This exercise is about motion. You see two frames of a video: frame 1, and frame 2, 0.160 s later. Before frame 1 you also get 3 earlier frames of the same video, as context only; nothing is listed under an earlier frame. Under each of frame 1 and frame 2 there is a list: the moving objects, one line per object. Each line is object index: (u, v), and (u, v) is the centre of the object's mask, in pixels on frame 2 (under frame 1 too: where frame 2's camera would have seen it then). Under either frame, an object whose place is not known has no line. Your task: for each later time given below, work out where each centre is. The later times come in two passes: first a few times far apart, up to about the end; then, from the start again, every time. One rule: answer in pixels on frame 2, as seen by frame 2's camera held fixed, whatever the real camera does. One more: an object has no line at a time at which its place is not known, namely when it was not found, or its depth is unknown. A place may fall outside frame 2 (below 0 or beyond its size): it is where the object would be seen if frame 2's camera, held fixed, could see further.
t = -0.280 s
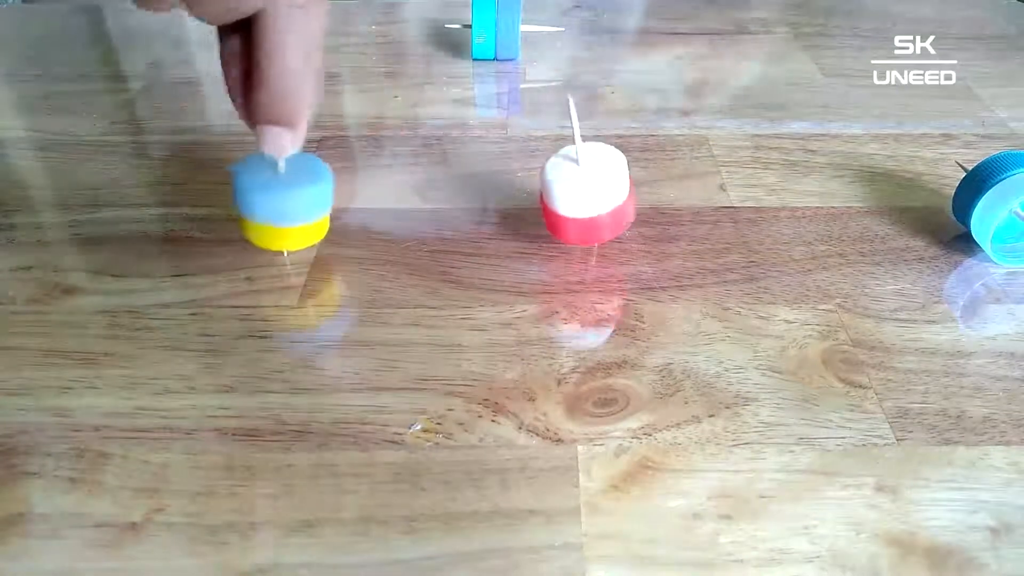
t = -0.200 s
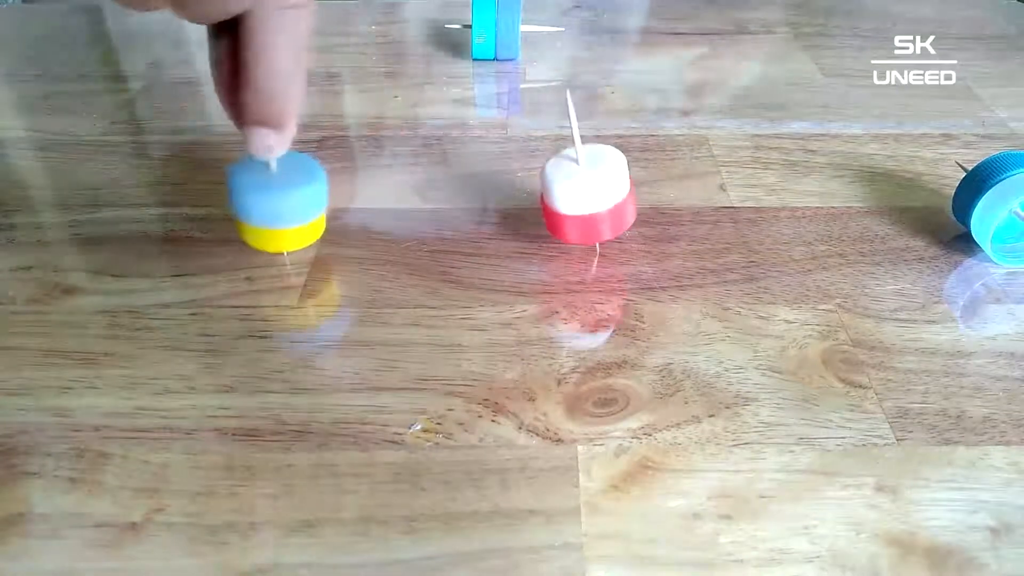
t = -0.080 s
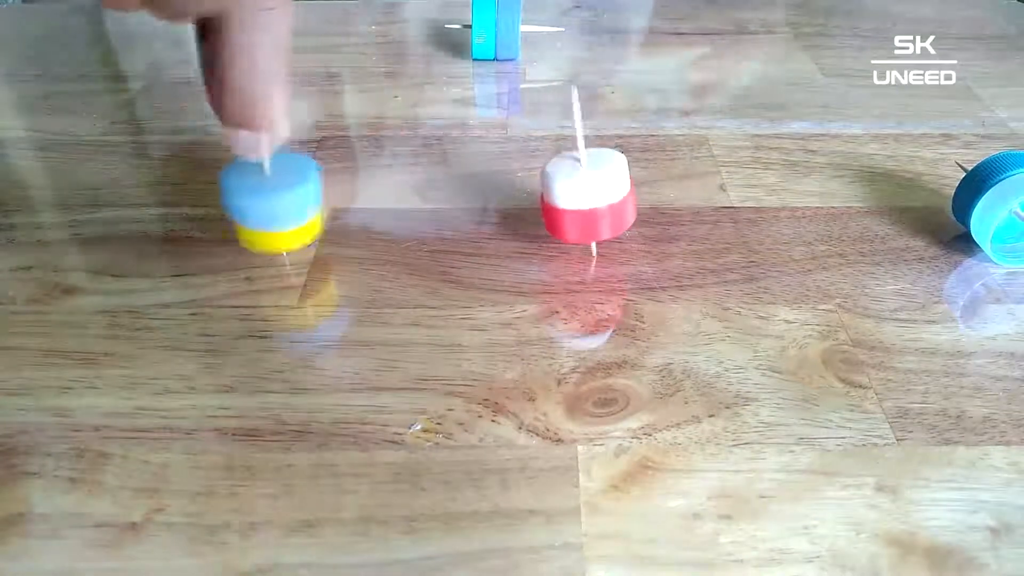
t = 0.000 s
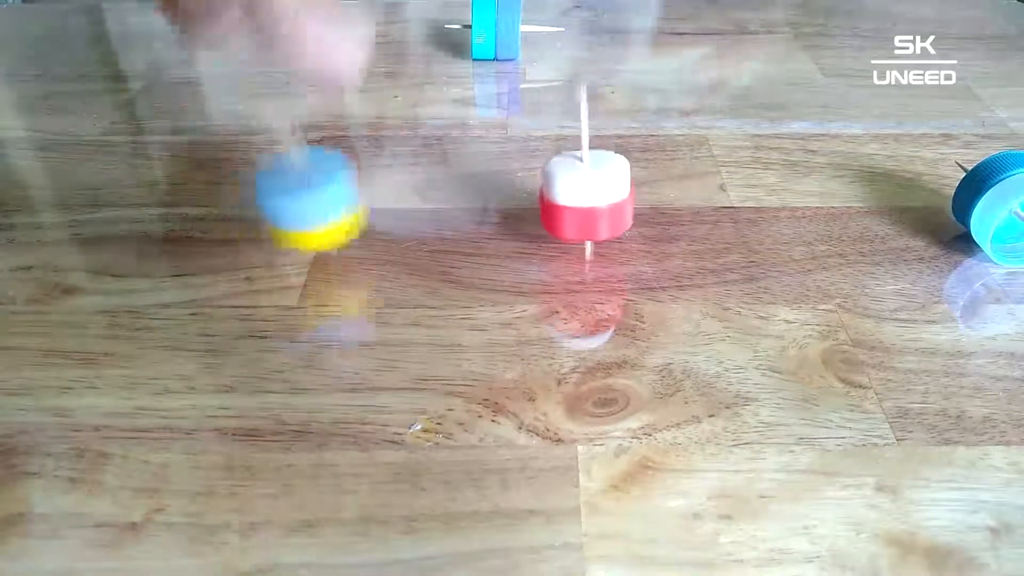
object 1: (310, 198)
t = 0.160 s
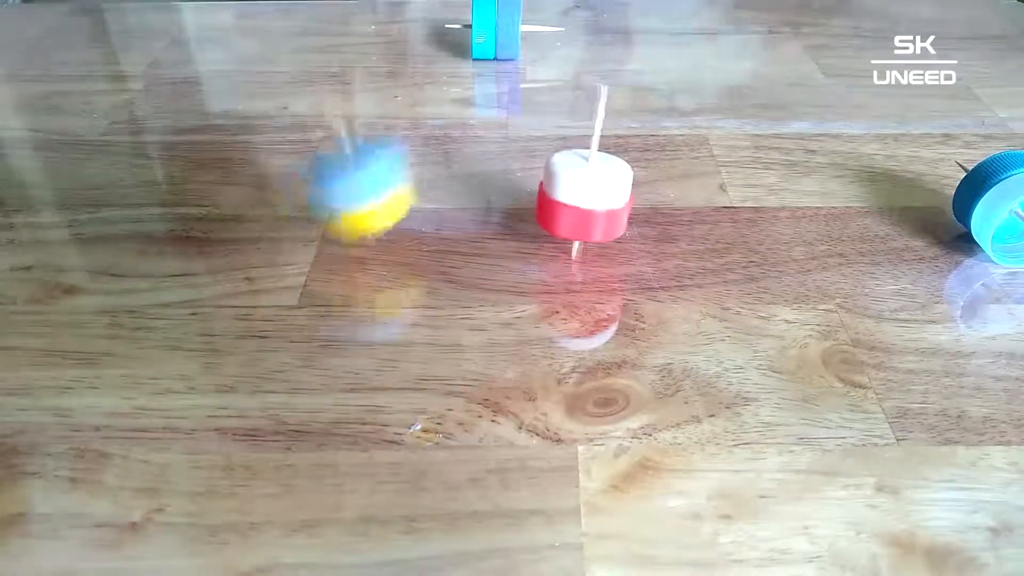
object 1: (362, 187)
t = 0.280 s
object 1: (418, 167)
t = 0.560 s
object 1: (583, 122)
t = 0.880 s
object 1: (631, 110)
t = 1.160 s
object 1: (679, 108)
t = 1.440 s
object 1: (720, 128)
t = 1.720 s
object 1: (732, 117)
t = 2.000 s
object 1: (726, 128)
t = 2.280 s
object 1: (720, 123)
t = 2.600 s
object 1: (731, 127)
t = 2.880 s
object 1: (719, 128)
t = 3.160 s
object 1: (725, 122)
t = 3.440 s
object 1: (726, 130)
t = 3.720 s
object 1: (716, 124)
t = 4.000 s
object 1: (729, 126)
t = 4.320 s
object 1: (716, 127)
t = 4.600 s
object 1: (725, 124)
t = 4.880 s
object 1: (720, 127)
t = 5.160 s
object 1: (718, 125)
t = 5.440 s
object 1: (725, 130)
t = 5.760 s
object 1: (715, 125)
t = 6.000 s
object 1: (726, 129)
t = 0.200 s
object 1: (380, 178)
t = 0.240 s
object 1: (404, 165)
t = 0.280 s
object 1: (418, 167)
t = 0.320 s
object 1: (452, 164)
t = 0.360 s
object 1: (478, 161)
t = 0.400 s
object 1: (503, 156)
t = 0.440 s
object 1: (525, 143)
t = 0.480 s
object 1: (544, 132)
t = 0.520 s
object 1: (557, 128)
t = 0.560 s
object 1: (583, 122)
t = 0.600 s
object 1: (597, 120)
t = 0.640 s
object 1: (610, 115)
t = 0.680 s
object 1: (621, 119)
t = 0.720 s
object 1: (626, 122)
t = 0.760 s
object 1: (631, 124)
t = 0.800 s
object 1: (631, 123)
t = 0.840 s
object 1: (630, 114)
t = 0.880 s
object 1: (631, 110)
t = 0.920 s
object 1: (639, 102)
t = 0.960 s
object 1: (646, 98)
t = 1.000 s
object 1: (650, 99)
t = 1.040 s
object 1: (653, 99)
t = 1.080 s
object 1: (658, 98)
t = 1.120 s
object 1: (669, 106)
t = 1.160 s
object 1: (679, 108)
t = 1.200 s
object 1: (696, 108)
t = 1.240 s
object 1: (706, 113)
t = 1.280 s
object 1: (714, 118)
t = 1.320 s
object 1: (721, 124)
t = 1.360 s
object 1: (724, 126)
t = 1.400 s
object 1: (723, 128)
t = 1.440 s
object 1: (720, 128)
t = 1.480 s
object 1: (715, 125)
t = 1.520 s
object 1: (714, 122)
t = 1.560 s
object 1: (715, 119)
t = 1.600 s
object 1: (715, 118)
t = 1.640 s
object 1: (720, 118)
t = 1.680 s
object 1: (724, 118)
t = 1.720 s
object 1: (732, 117)
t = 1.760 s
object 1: (733, 123)
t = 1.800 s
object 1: (732, 126)
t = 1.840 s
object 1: (732, 126)
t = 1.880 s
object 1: (731, 127)
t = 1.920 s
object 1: (730, 128)
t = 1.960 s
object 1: (729, 127)
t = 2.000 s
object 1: (726, 128)
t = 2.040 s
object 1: (724, 129)
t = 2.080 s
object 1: (723, 127)
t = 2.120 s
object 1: (721, 127)
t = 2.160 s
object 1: (720, 126)
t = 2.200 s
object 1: (719, 126)
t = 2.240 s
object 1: (720, 125)
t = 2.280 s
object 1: (720, 123)
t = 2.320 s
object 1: (721, 123)
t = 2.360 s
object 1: (723, 122)
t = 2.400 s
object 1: (726, 122)
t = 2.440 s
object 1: (728, 122)
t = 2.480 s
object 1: (730, 121)
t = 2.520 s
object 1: (731, 123)
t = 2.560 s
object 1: (731, 125)
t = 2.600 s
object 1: (731, 127)
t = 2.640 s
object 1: (730, 127)
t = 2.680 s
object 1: (728, 128)
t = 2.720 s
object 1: (727, 129)
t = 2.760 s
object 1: (725, 127)
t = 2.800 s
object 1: (722, 127)
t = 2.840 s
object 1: (721, 128)
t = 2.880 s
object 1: (719, 128)
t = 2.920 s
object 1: (718, 127)
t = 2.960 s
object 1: (718, 126)
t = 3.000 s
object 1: (718, 124)
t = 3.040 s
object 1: (719, 122)
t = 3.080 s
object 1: (720, 121)
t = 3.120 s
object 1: (723, 121)
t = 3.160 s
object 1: (725, 122)
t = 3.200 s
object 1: (728, 123)
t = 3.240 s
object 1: (729, 126)
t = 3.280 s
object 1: (730, 126)
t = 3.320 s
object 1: (729, 128)
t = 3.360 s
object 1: (728, 129)
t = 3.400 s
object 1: (728, 130)
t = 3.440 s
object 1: (726, 130)
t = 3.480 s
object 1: (723, 132)
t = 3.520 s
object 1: (721, 132)
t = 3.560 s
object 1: (719, 130)
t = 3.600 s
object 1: (718, 128)
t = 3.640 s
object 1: (717, 128)
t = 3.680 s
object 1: (716, 127)
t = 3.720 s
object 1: (716, 124)
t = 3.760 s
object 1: (717, 122)
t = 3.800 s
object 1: (719, 123)
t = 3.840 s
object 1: (722, 122)
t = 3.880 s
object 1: (723, 123)
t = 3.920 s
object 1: (725, 124)
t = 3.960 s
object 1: (727, 126)
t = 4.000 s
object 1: (729, 126)
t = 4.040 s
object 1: (728, 127)
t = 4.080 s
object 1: (727, 129)
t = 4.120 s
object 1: (725, 130)
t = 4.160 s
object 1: (724, 129)
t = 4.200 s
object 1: (721, 129)
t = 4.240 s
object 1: (719, 130)
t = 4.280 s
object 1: (717, 129)
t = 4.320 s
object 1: (716, 127)
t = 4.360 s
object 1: (715, 127)
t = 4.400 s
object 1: (716, 125)
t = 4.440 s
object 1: (717, 125)
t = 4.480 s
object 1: (718, 124)
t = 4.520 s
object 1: (721, 123)
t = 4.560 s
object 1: (723, 124)
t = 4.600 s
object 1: (725, 124)
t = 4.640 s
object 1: (726, 127)
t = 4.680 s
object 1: (726, 128)
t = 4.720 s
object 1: (727, 129)
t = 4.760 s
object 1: (726, 130)
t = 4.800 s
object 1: (724, 130)
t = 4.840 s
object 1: (723, 127)
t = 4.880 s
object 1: (720, 127)
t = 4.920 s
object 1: (717, 128)
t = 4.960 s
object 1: (716, 128)
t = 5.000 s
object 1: (714, 128)
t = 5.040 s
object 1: (714, 127)
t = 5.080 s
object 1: (715, 125)
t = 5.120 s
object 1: (716, 125)
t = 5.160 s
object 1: (718, 125)
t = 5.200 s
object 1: (721, 124)
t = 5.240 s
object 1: (724, 124)
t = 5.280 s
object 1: (725, 127)
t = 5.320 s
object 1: (726, 128)
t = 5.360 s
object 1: (727, 128)
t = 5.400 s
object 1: (726, 130)
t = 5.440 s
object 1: (725, 130)
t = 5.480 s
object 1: (724, 130)
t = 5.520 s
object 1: (720, 130)
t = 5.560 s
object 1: (717, 128)
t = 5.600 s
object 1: (715, 128)
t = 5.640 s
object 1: (713, 127)
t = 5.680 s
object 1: (713, 127)
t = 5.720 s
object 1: (713, 126)
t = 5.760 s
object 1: (715, 125)
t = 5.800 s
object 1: (717, 125)
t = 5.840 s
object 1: (720, 125)
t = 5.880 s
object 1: (723, 126)
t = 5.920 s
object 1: (725, 128)
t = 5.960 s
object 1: (726, 128)
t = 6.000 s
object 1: (726, 129)
